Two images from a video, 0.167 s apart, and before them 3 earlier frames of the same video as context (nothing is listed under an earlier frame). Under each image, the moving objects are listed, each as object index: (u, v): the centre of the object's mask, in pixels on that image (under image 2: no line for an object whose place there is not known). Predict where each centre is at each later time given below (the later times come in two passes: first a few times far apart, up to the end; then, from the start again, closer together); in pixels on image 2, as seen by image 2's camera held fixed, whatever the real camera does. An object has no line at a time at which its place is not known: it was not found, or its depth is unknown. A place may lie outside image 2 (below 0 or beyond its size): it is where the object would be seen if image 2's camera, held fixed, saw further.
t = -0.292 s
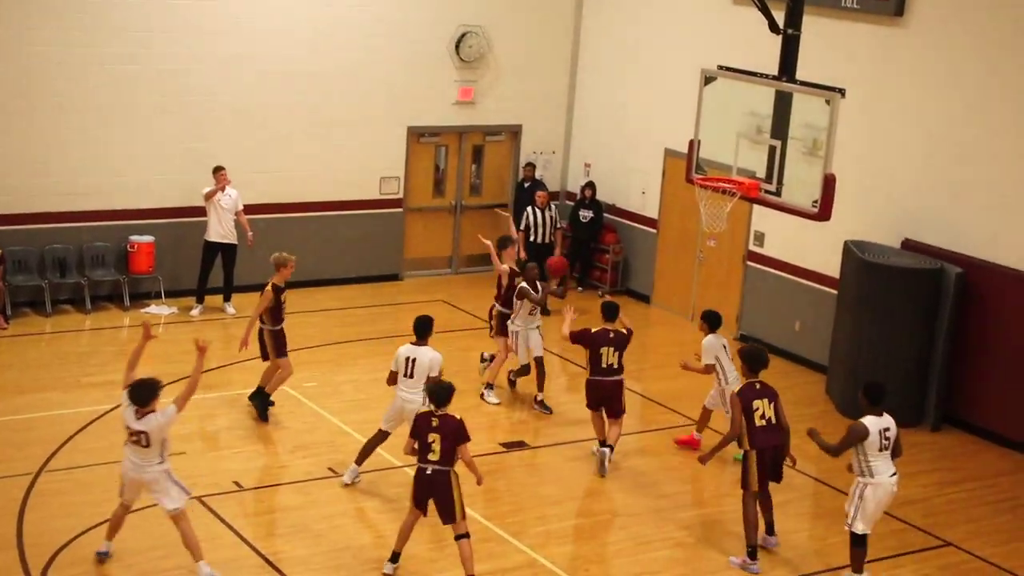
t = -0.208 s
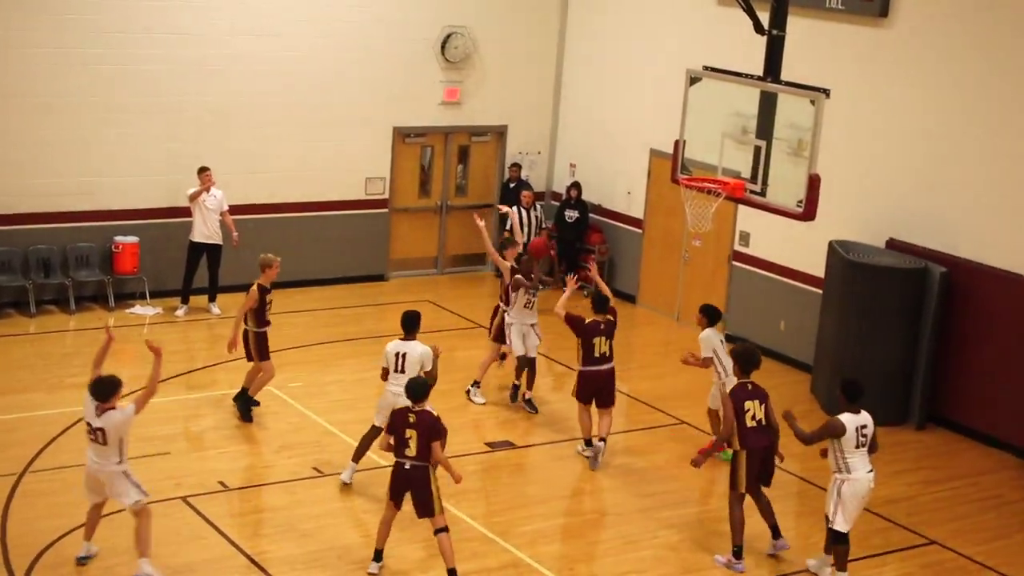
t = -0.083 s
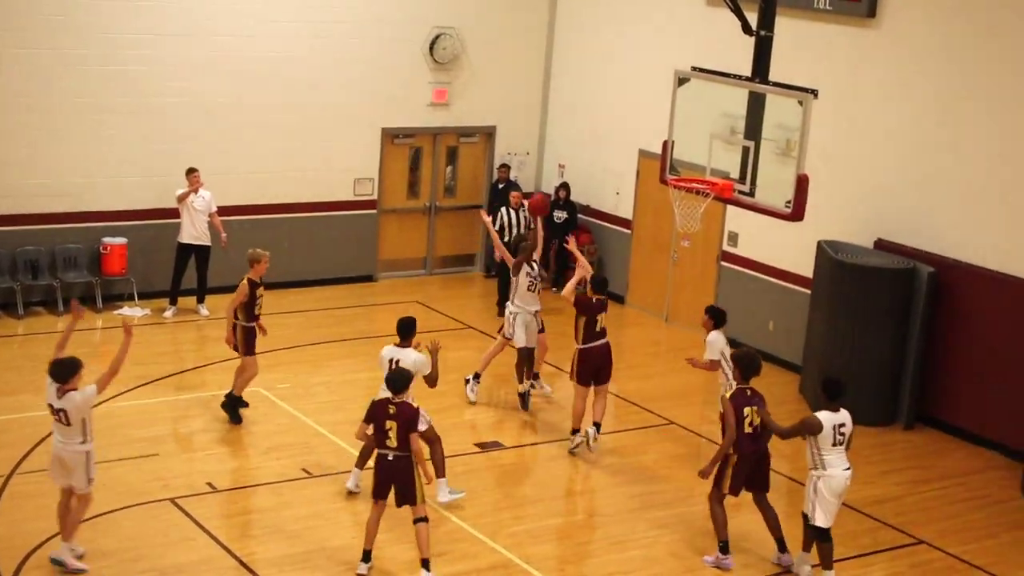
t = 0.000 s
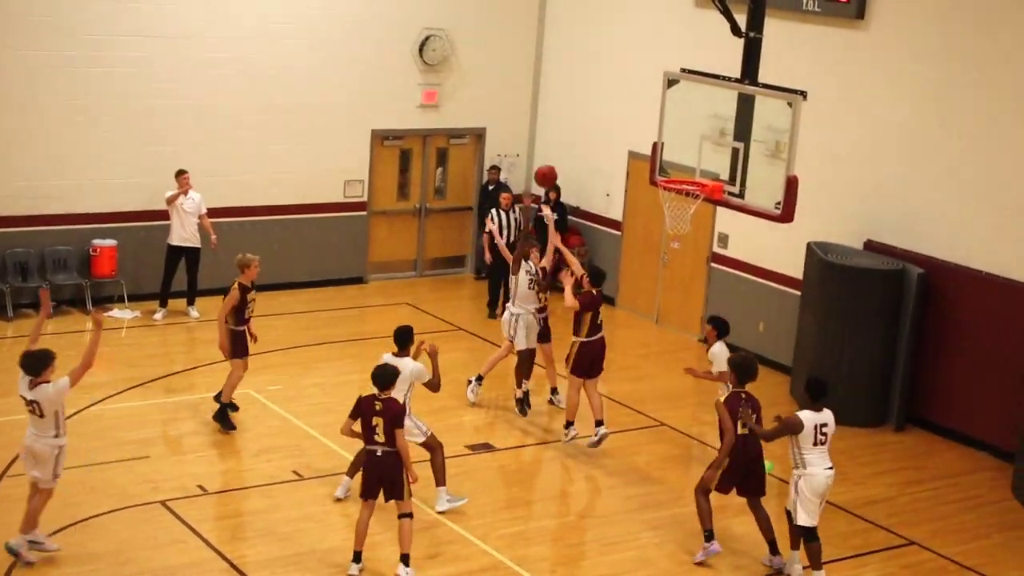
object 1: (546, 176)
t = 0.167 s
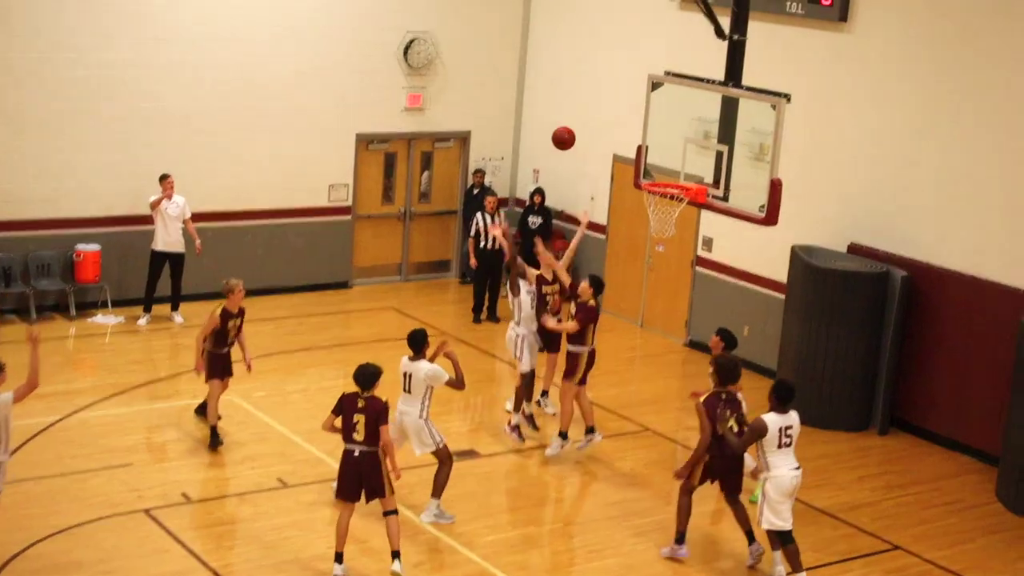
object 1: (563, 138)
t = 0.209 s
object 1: (574, 131)
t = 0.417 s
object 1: (610, 125)
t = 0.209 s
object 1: (574, 131)
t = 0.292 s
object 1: (590, 123)
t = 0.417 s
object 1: (610, 125)
